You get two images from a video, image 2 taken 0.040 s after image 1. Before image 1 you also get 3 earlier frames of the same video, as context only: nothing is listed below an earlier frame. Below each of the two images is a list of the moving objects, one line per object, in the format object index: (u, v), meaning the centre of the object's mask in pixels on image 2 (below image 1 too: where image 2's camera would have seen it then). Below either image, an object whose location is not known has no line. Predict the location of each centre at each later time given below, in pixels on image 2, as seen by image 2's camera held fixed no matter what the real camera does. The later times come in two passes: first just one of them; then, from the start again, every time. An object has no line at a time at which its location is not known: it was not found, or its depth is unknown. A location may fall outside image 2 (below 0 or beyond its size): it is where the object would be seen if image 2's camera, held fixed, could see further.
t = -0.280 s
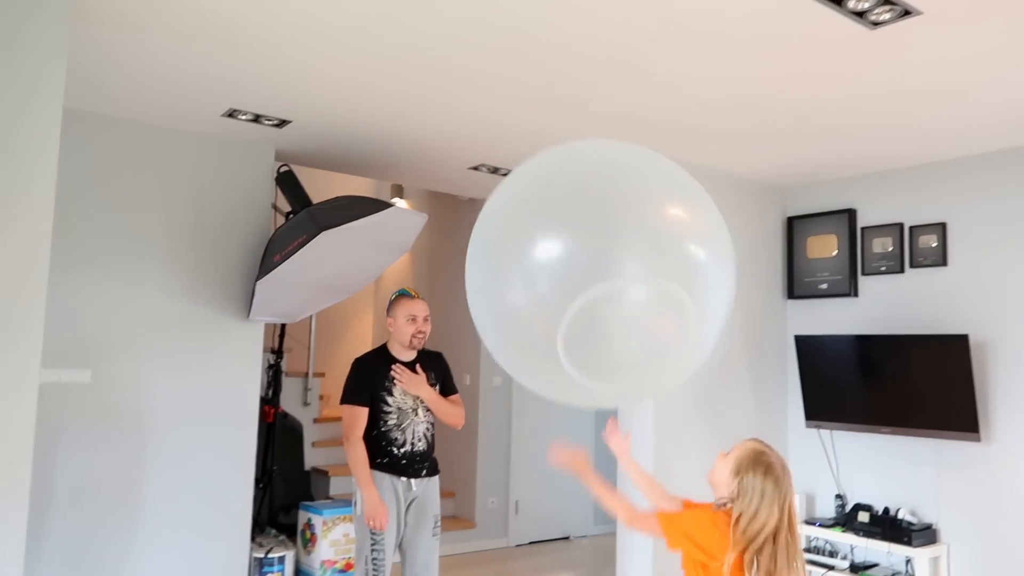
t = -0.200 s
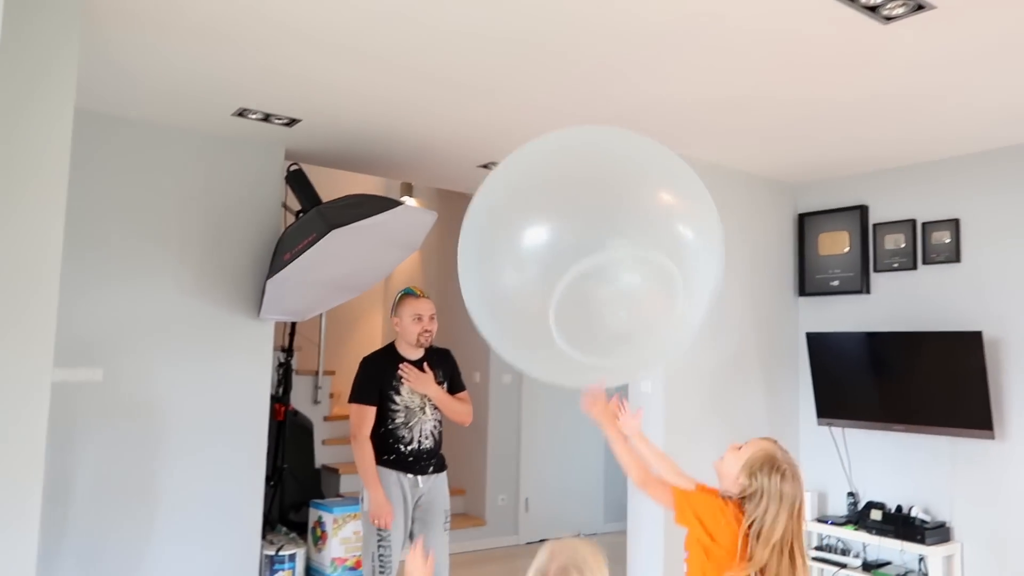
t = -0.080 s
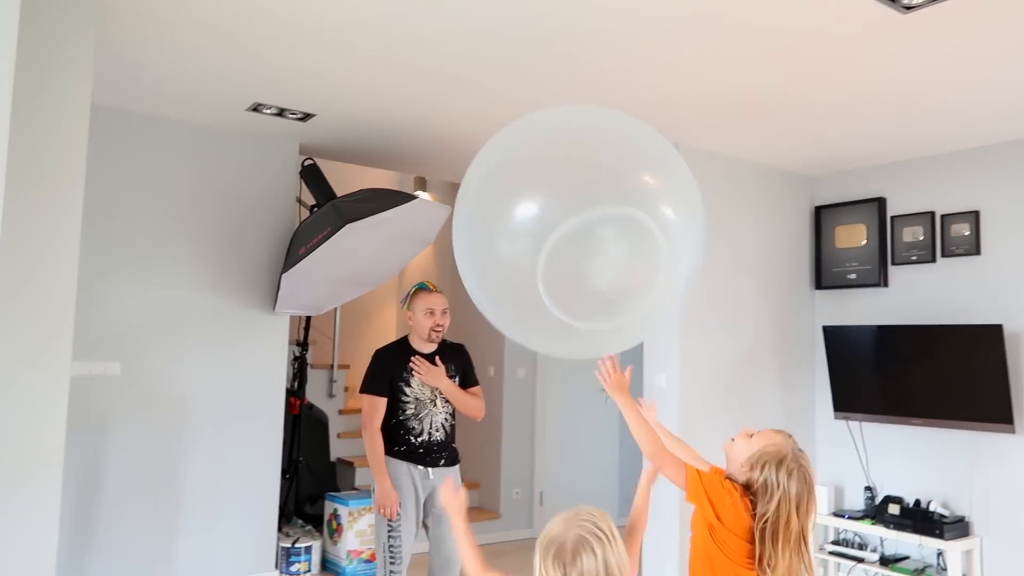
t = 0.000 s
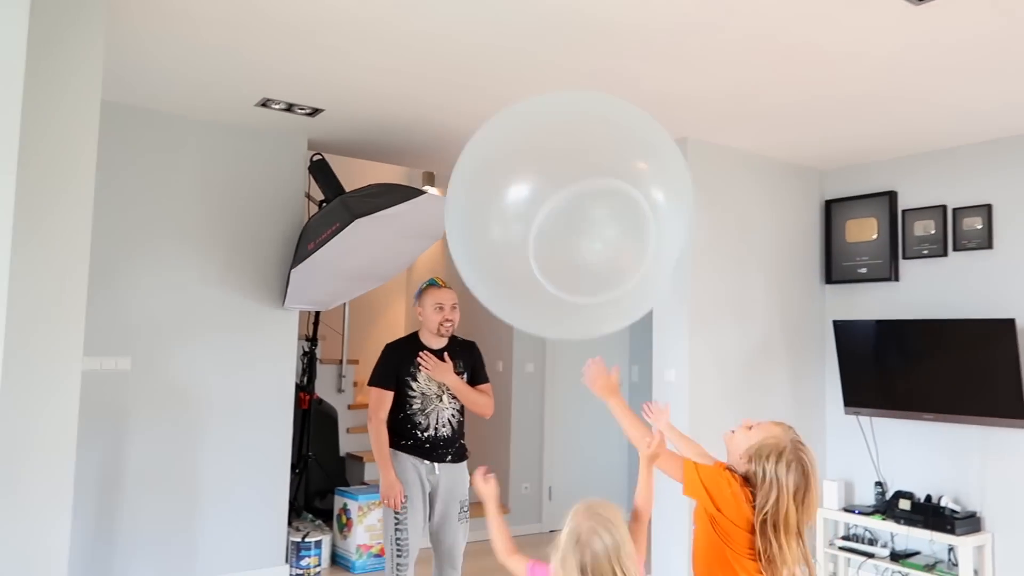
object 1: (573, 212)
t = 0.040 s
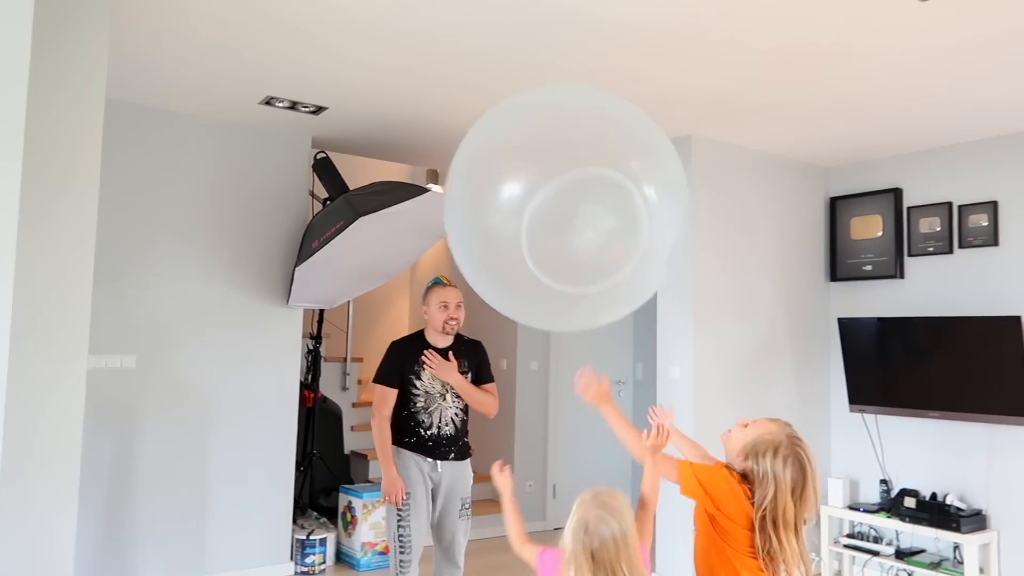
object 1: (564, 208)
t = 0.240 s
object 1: (527, 190)
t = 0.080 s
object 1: (557, 204)
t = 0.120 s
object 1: (550, 200)
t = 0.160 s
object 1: (542, 197)
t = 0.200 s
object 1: (535, 192)
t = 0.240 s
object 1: (527, 190)
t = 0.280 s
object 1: (520, 186)
